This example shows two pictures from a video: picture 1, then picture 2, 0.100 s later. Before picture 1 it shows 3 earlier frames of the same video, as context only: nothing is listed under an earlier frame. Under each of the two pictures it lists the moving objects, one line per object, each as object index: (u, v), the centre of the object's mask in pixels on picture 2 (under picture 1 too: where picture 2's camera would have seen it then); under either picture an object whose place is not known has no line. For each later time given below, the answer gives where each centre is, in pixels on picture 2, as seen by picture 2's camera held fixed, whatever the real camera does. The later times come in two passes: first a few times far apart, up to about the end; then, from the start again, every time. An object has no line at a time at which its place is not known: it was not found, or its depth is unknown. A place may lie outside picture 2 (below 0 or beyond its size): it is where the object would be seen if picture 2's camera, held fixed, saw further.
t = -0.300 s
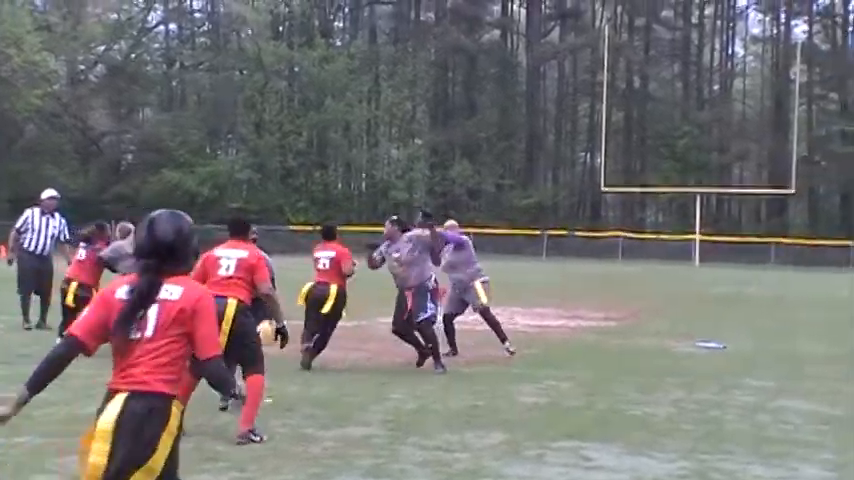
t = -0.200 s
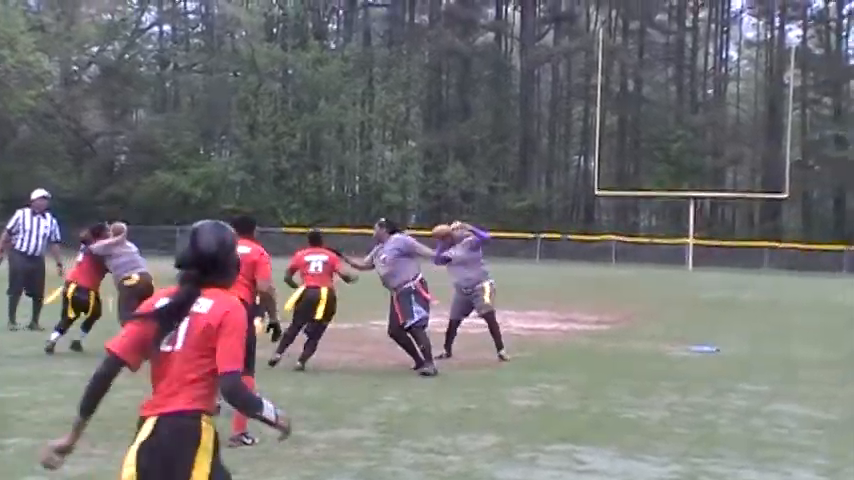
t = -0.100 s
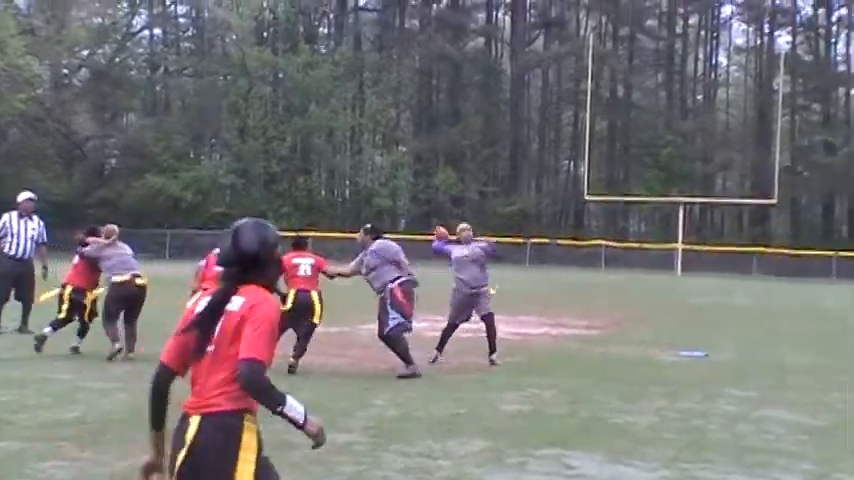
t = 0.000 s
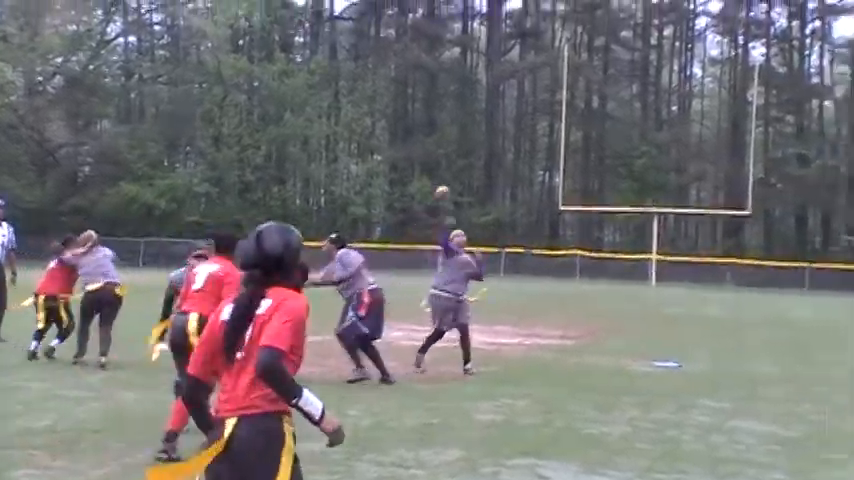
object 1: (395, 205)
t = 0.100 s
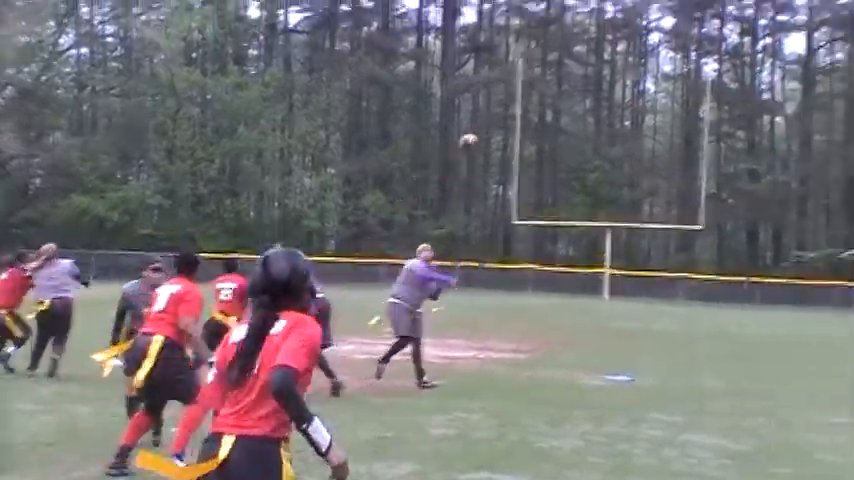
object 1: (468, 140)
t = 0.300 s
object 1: (629, 24)
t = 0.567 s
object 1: (902, -109)
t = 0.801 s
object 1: (1254, -206)
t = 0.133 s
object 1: (493, 121)
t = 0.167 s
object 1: (518, 101)
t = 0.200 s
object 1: (546, 80)
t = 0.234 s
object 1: (573, 60)
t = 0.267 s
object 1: (601, 43)
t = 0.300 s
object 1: (629, 24)
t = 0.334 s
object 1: (658, 6)
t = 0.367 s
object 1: (690, -12)
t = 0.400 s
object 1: (721, -28)
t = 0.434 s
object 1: (754, -46)
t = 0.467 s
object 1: (789, -62)
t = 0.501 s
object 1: (825, -81)
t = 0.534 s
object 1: (863, -95)
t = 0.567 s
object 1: (902, -109)
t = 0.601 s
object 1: (943, -125)
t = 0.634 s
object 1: (987, -140)
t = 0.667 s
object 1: (1036, -154)
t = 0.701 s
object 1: (1085, -167)
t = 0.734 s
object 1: (1137, -181)
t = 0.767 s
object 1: (1196, -195)
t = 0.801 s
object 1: (1254, -206)
